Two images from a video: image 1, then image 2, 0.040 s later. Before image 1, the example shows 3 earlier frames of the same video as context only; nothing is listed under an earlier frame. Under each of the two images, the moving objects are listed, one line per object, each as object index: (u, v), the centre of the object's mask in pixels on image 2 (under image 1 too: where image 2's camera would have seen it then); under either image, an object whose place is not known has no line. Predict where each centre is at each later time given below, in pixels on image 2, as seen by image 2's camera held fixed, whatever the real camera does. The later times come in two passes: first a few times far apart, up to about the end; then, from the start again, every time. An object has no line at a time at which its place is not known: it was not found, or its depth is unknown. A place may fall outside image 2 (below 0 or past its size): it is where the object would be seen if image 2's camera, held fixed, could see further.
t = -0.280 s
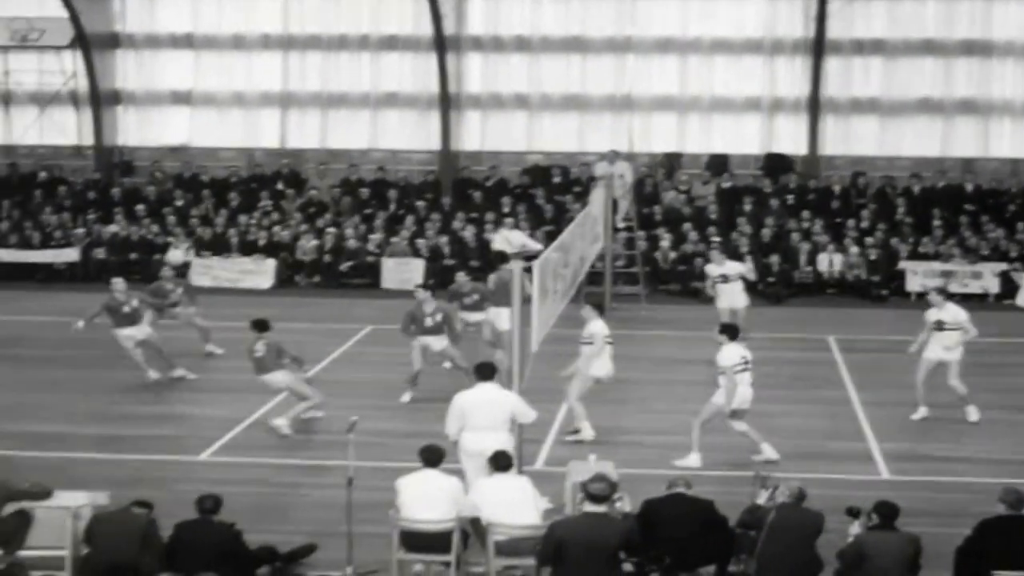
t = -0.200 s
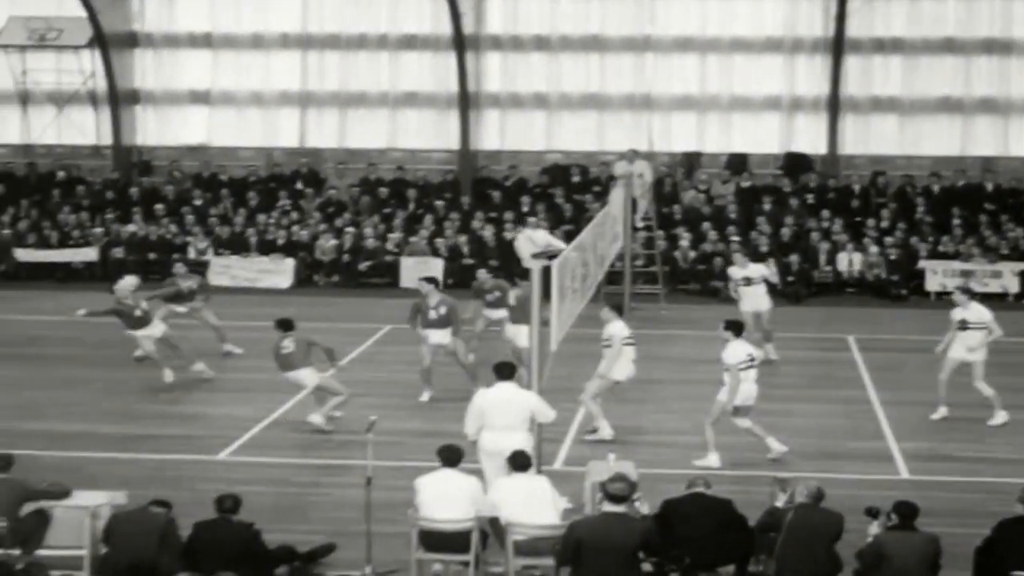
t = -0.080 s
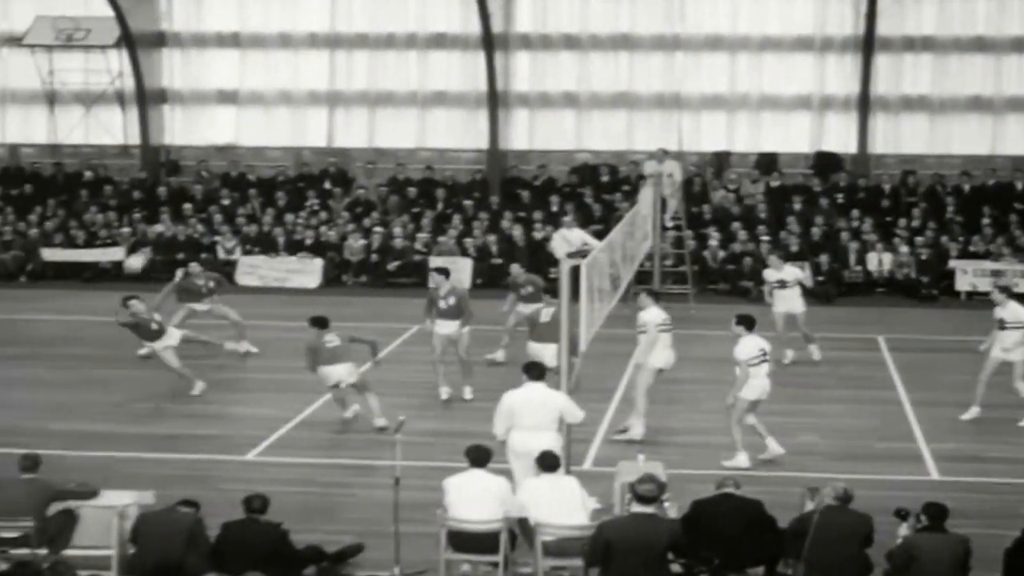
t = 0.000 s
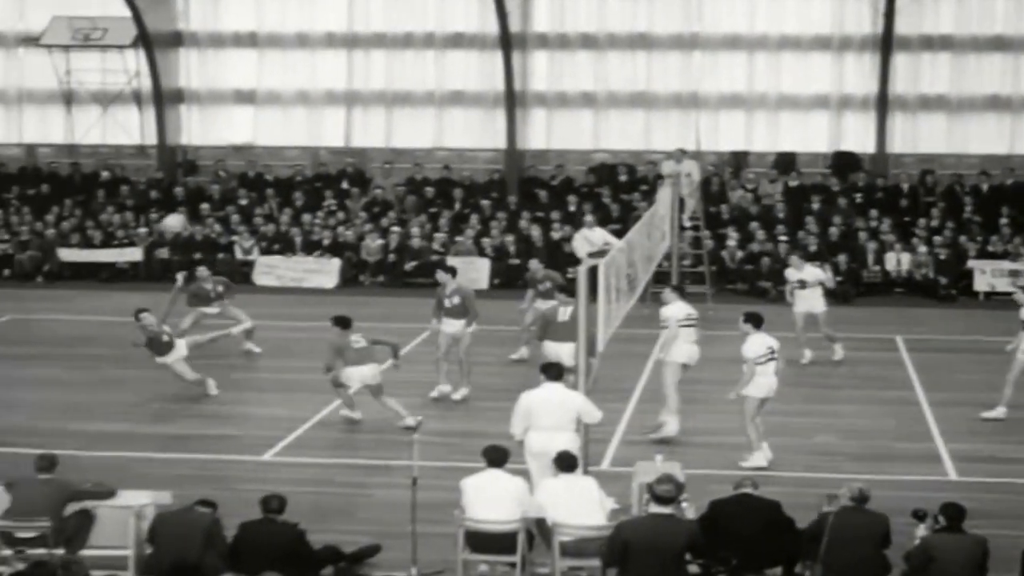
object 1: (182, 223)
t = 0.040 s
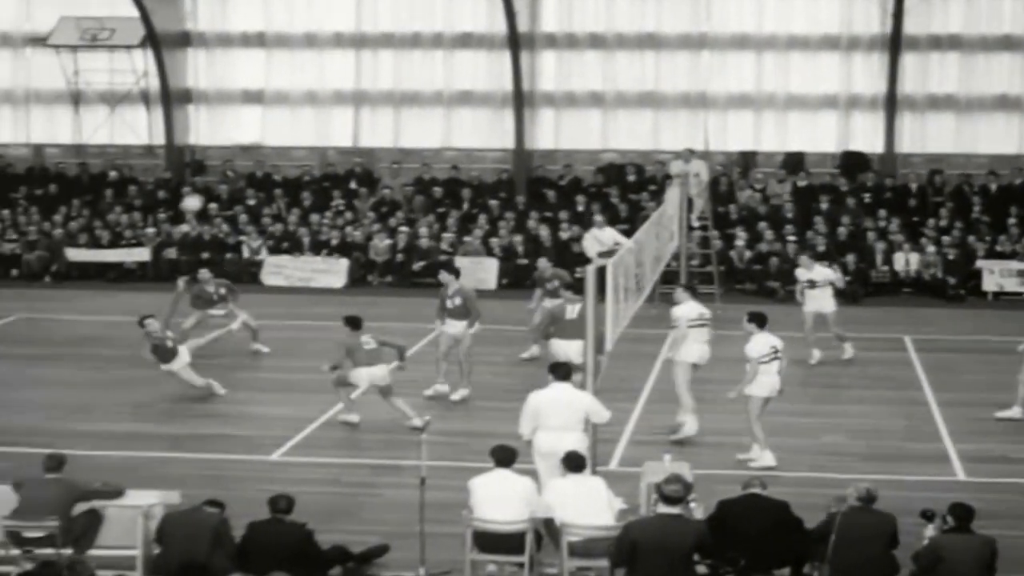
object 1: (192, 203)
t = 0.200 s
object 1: (233, 139)
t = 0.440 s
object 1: (292, 76)
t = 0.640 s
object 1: (342, 57)
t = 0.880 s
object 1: (401, 74)
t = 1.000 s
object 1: (432, 95)
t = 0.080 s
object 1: (202, 184)
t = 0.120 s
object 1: (211, 169)
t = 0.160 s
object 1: (221, 153)
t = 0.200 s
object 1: (233, 139)
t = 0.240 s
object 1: (242, 125)
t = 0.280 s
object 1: (253, 113)
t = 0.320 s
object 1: (262, 101)
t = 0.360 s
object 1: (273, 91)
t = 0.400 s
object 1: (281, 85)
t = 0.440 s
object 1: (292, 76)
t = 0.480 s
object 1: (302, 70)
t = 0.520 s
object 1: (312, 65)
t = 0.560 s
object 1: (322, 60)
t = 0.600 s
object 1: (332, 58)
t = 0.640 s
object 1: (342, 57)
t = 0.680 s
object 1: (352, 57)
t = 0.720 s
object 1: (362, 58)
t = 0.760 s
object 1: (371, 60)
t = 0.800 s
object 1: (382, 63)
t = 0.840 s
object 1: (392, 68)
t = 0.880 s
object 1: (401, 74)
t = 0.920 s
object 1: (411, 81)
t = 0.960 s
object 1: (421, 88)
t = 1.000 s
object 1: (432, 95)
